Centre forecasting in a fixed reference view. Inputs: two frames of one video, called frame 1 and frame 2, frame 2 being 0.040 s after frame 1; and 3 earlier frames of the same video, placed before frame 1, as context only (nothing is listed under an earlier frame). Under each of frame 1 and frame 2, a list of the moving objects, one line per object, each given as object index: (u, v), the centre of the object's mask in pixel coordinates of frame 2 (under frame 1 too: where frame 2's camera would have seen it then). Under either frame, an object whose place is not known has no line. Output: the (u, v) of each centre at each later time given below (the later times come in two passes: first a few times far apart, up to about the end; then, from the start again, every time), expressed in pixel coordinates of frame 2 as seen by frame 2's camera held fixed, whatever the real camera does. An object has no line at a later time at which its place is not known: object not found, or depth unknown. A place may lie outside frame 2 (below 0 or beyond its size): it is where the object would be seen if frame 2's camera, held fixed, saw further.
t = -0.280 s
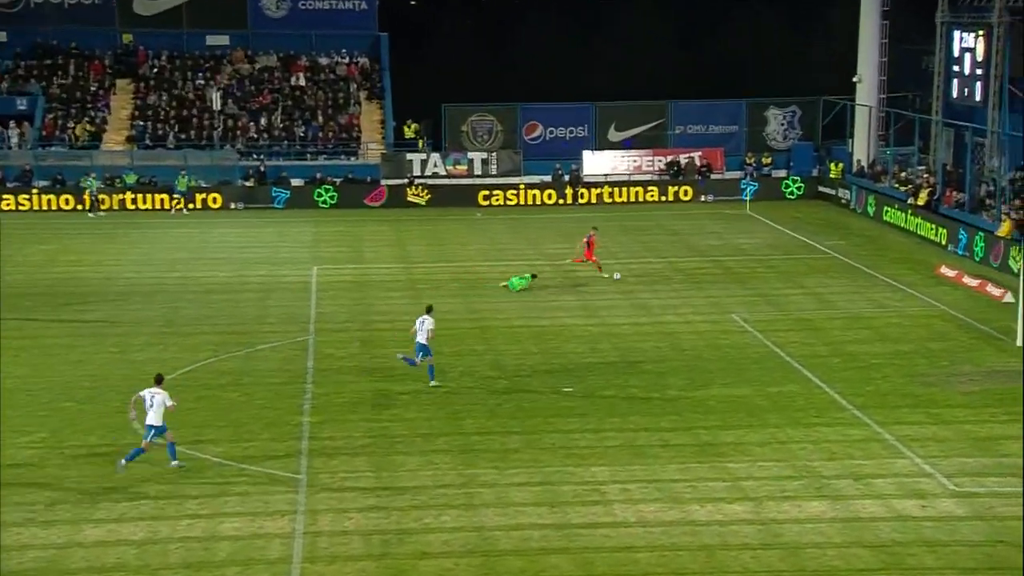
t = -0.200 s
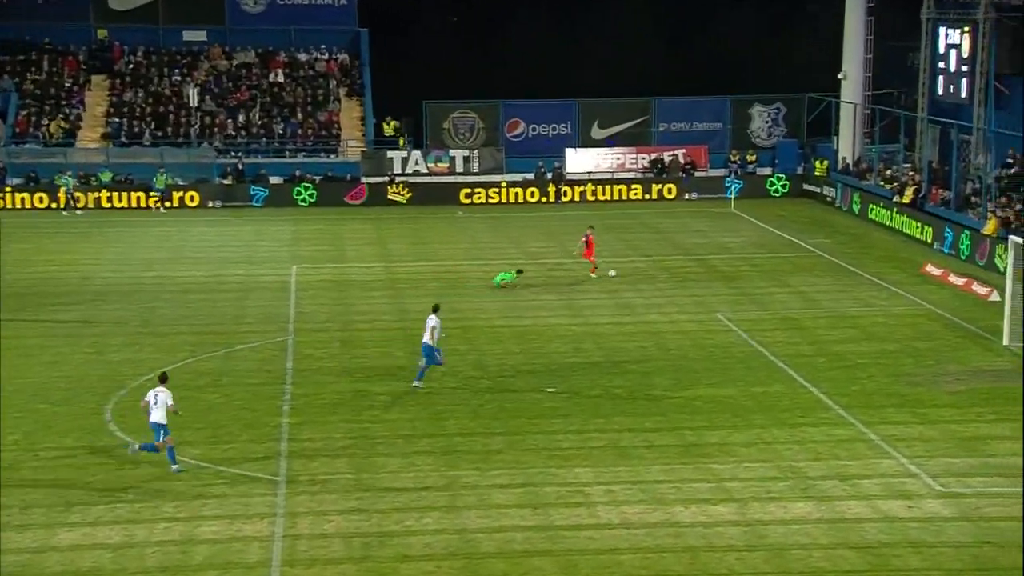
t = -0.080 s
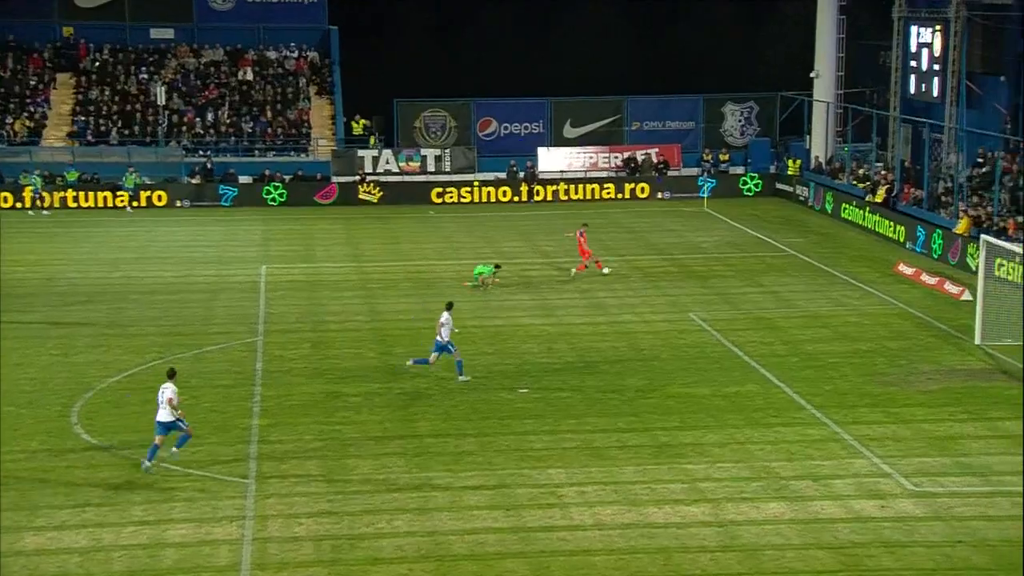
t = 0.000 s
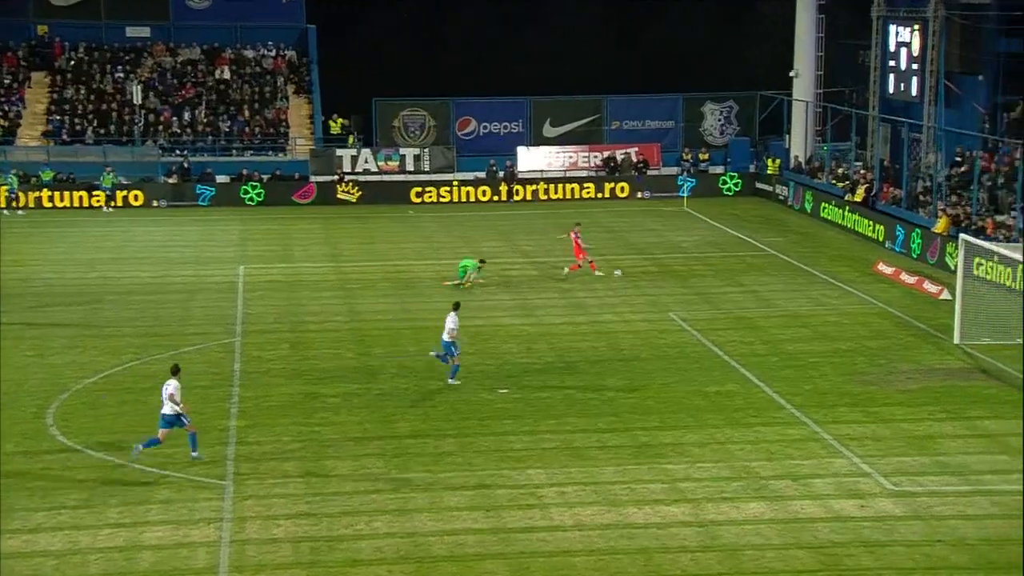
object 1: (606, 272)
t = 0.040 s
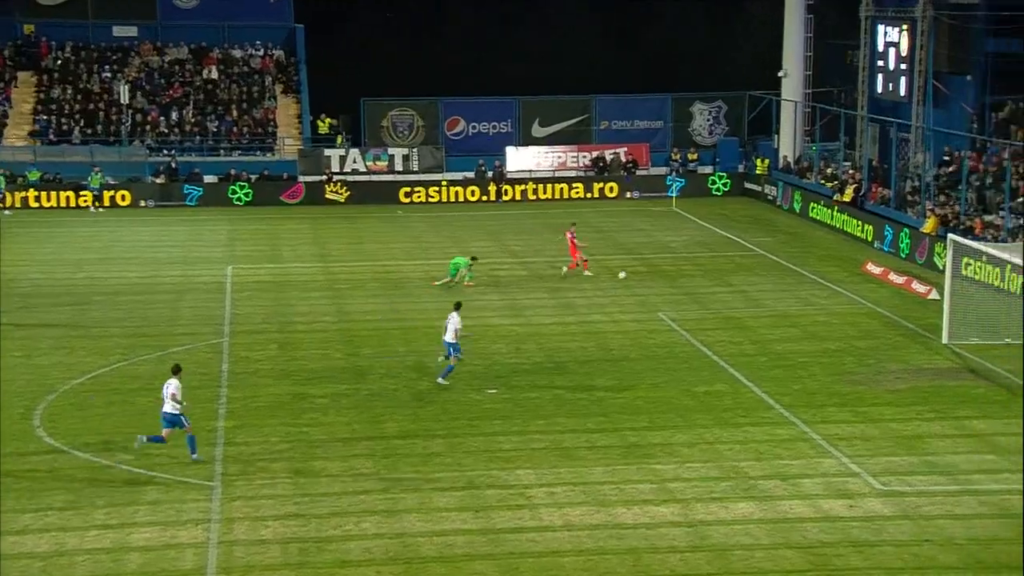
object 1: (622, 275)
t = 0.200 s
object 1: (684, 289)
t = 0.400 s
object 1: (757, 305)
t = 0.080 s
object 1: (638, 277)
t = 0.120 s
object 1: (653, 281)
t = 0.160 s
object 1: (669, 285)
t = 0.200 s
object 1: (684, 289)
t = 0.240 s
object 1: (699, 295)
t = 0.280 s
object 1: (715, 300)
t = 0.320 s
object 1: (729, 302)
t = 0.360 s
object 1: (743, 303)
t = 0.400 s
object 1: (757, 305)
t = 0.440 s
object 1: (772, 308)
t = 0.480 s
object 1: (786, 312)
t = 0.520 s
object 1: (801, 316)
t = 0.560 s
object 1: (815, 322)
